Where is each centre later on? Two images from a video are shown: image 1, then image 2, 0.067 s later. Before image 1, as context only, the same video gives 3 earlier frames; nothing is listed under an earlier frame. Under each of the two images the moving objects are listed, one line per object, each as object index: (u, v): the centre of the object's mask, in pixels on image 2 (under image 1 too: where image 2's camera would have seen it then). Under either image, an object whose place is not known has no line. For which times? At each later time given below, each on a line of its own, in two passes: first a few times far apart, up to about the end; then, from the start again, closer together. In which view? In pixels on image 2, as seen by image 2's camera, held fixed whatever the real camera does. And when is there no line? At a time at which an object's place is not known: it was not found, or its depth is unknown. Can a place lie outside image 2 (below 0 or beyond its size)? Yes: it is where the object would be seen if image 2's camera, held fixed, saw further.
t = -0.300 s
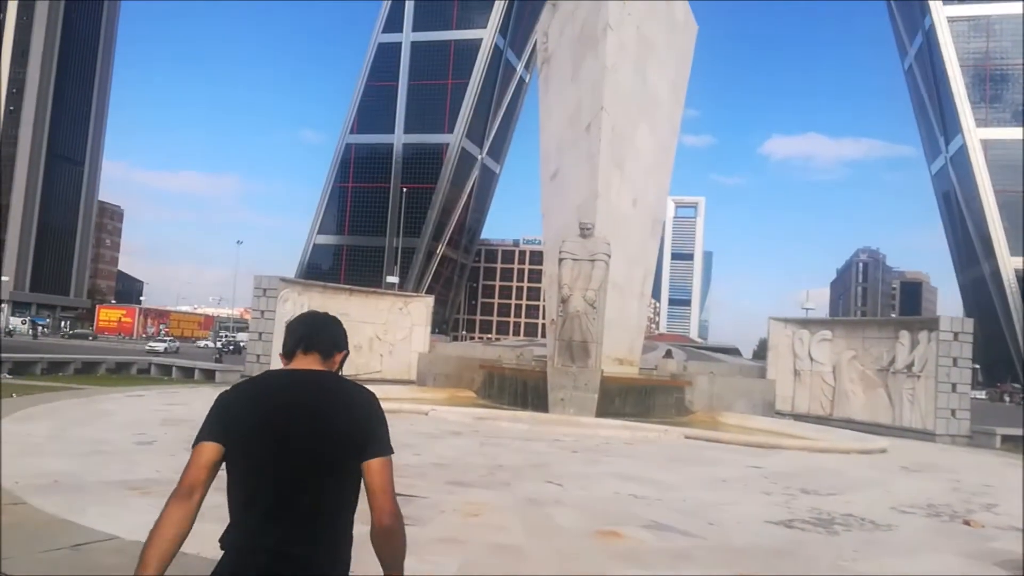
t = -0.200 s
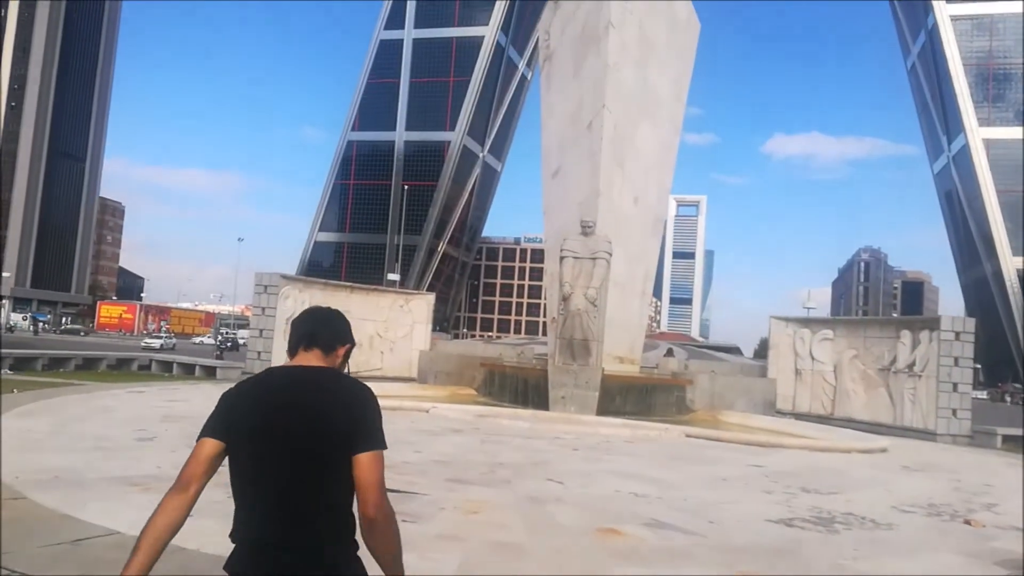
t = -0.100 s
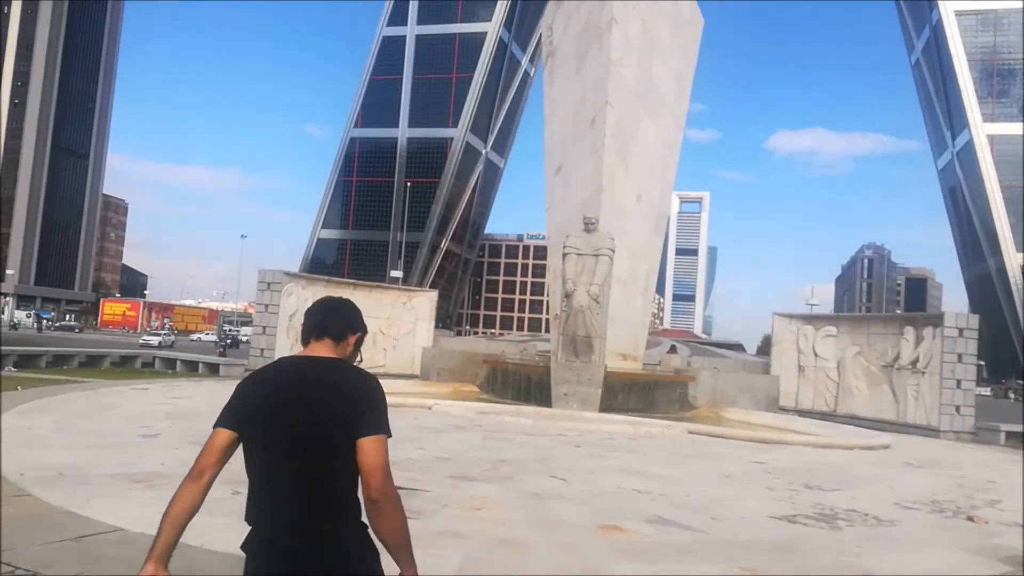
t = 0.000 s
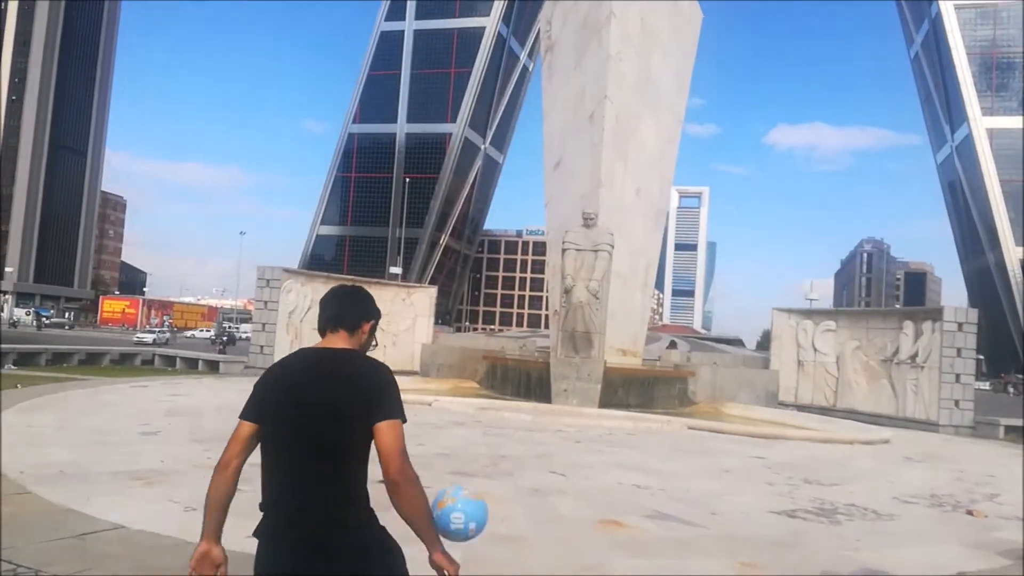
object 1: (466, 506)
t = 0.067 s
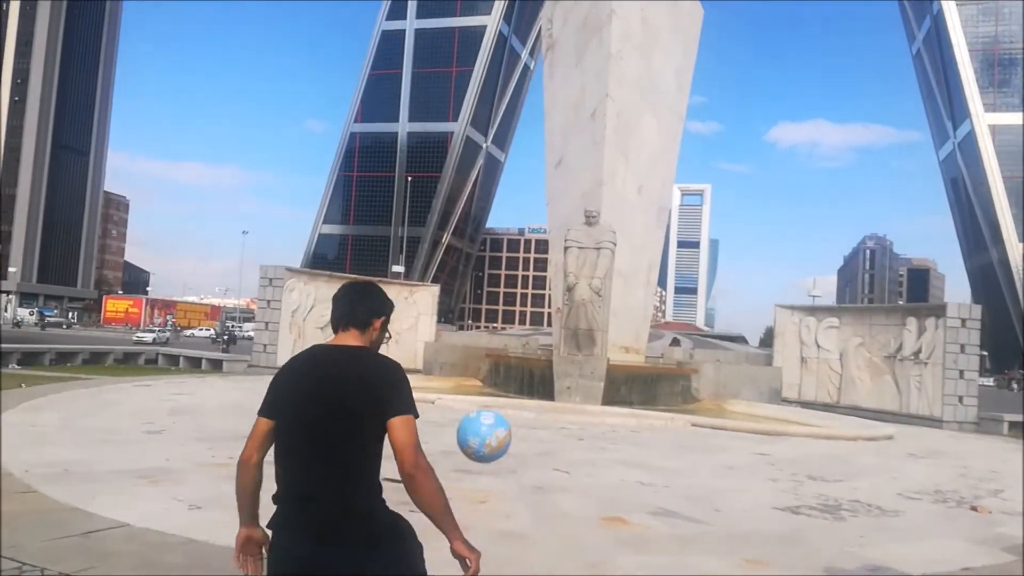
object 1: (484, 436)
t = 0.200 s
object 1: (520, 327)
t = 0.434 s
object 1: (569, 249)
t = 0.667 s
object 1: (603, 287)
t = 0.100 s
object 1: (493, 404)
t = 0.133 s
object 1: (503, 375)
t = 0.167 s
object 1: (511, 349)
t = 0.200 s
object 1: (520, 327)
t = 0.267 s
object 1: (535, 291)
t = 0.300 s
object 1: (543, 277)
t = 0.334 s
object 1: (550, 266)
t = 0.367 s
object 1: (556, 258)
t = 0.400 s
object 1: (563, 252)
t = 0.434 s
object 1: (569, 249)
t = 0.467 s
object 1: (575, 248)
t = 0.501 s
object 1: (580, 248)
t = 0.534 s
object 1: (585, 252)
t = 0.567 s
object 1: (590, 258)
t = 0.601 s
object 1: (595, 264)
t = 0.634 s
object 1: (599, 274)
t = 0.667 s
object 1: (603, 287)
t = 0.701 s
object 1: (607, 301)
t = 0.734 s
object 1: (611, 316)
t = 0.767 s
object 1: (614, 334)
